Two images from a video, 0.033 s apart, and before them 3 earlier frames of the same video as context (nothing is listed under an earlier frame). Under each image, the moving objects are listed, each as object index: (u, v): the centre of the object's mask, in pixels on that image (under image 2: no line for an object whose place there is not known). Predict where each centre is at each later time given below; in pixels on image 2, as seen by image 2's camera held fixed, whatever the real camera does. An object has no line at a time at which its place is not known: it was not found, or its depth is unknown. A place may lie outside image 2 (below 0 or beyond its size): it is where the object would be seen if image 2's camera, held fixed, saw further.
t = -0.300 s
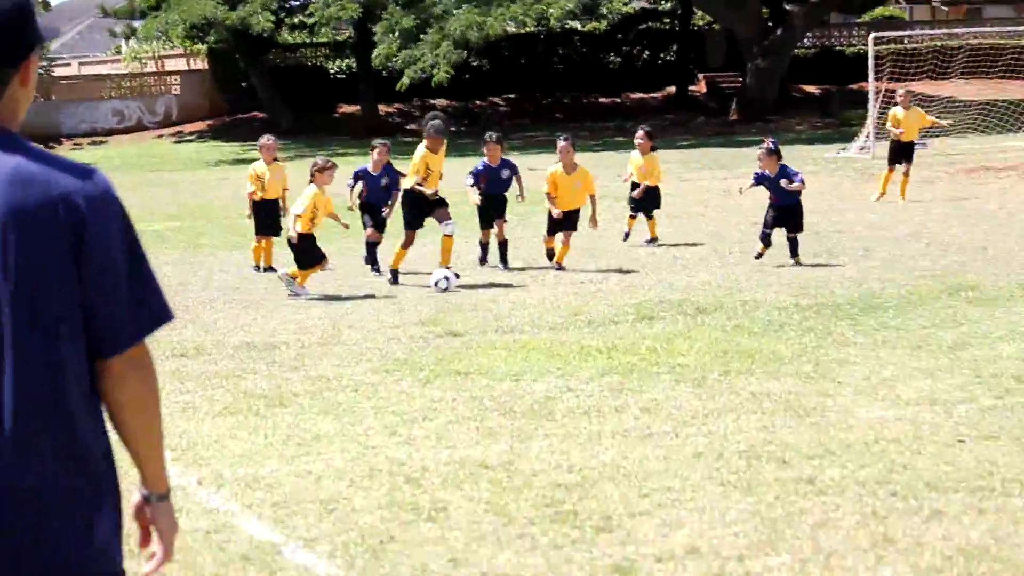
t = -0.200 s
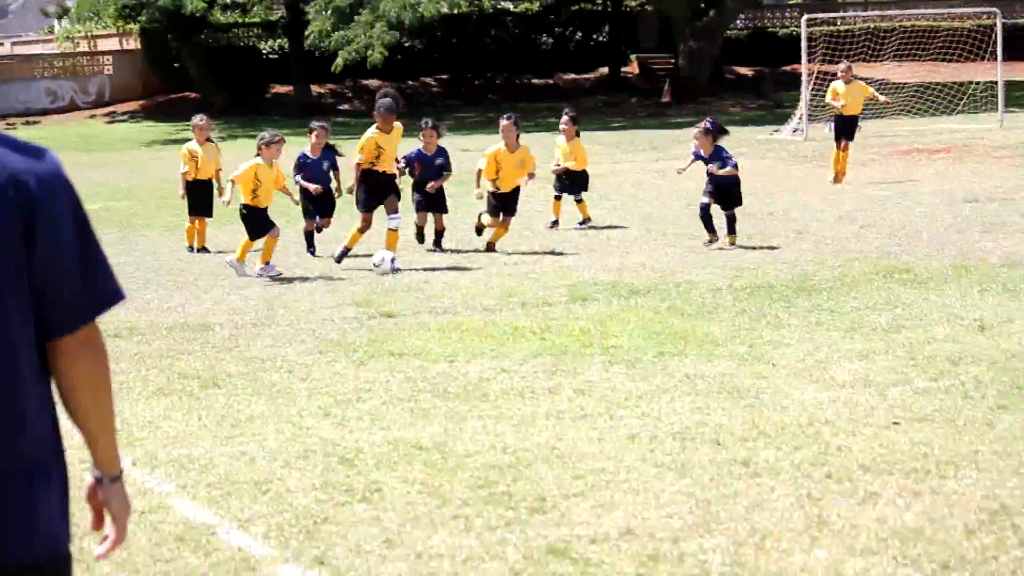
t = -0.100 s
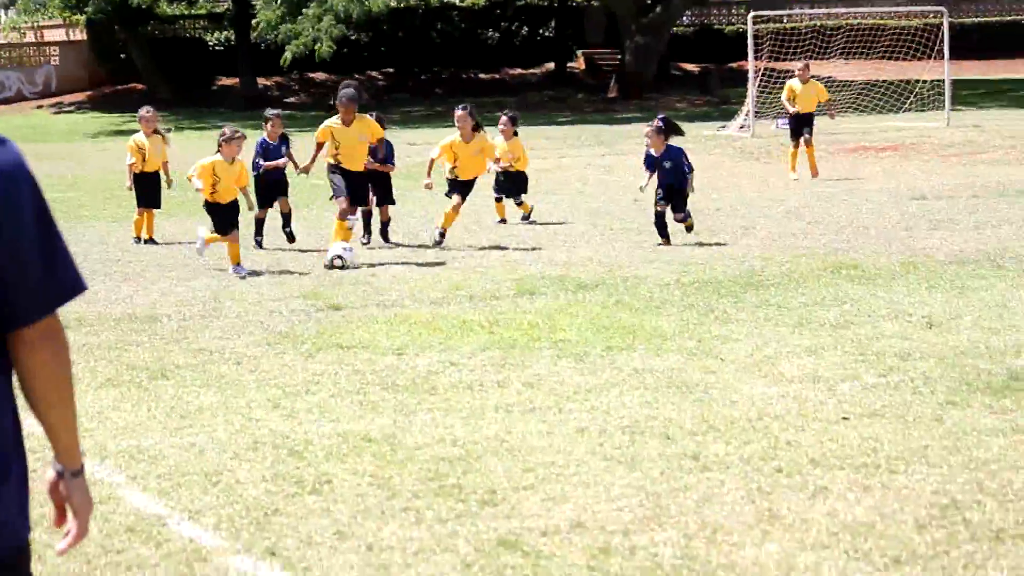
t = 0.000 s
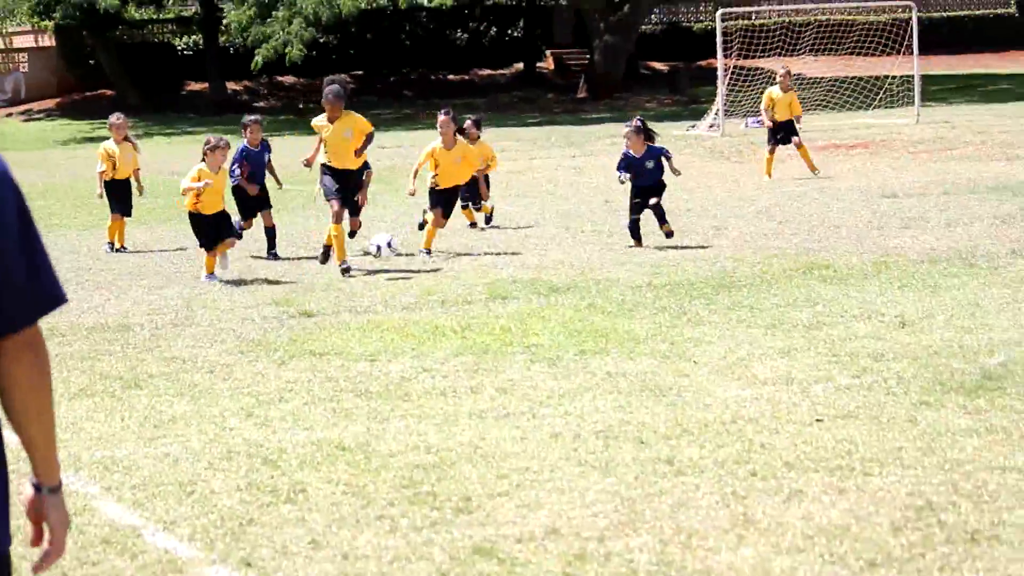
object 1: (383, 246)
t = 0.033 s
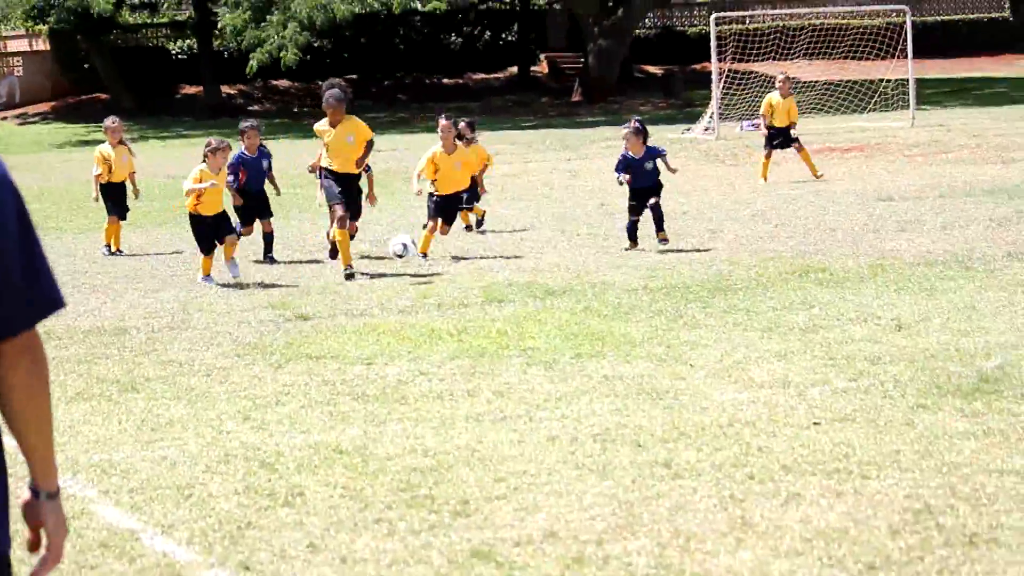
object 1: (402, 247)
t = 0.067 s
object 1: (429, 248)
